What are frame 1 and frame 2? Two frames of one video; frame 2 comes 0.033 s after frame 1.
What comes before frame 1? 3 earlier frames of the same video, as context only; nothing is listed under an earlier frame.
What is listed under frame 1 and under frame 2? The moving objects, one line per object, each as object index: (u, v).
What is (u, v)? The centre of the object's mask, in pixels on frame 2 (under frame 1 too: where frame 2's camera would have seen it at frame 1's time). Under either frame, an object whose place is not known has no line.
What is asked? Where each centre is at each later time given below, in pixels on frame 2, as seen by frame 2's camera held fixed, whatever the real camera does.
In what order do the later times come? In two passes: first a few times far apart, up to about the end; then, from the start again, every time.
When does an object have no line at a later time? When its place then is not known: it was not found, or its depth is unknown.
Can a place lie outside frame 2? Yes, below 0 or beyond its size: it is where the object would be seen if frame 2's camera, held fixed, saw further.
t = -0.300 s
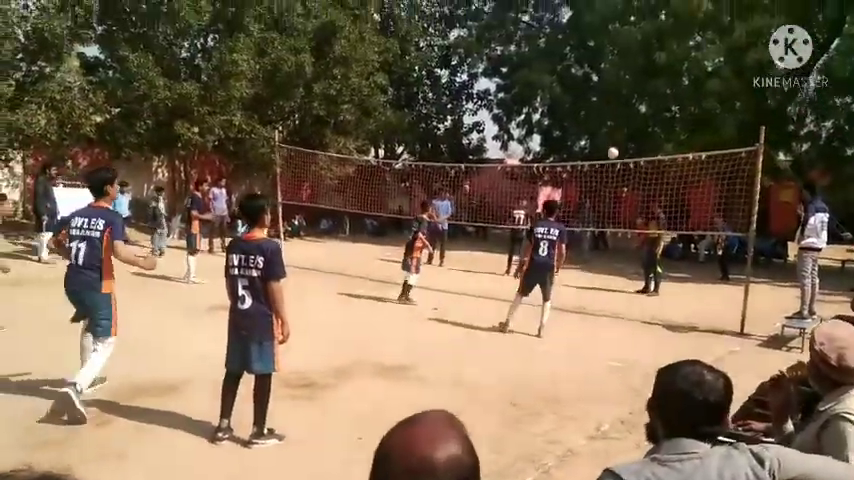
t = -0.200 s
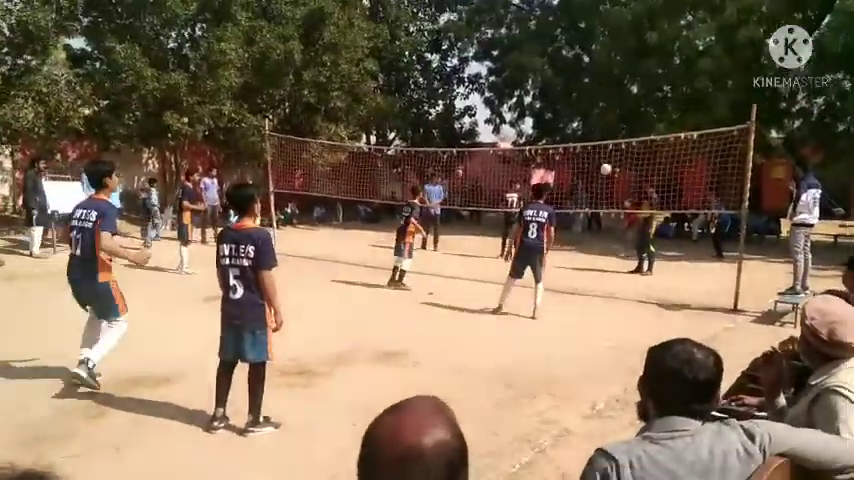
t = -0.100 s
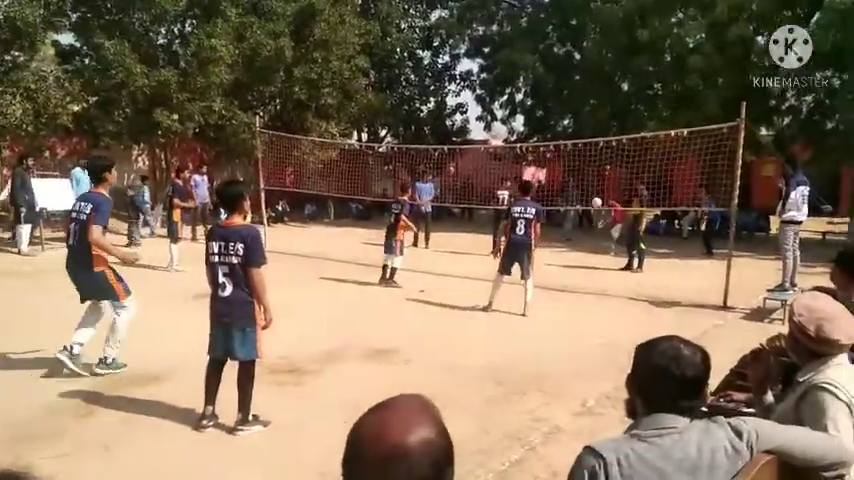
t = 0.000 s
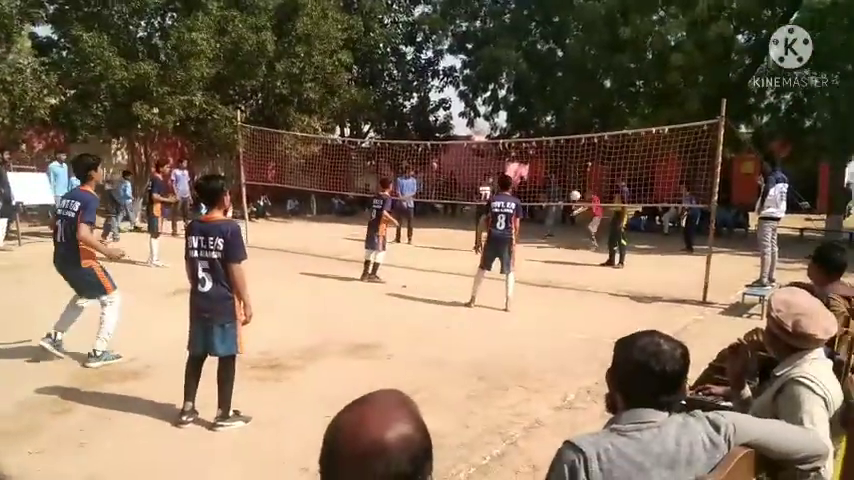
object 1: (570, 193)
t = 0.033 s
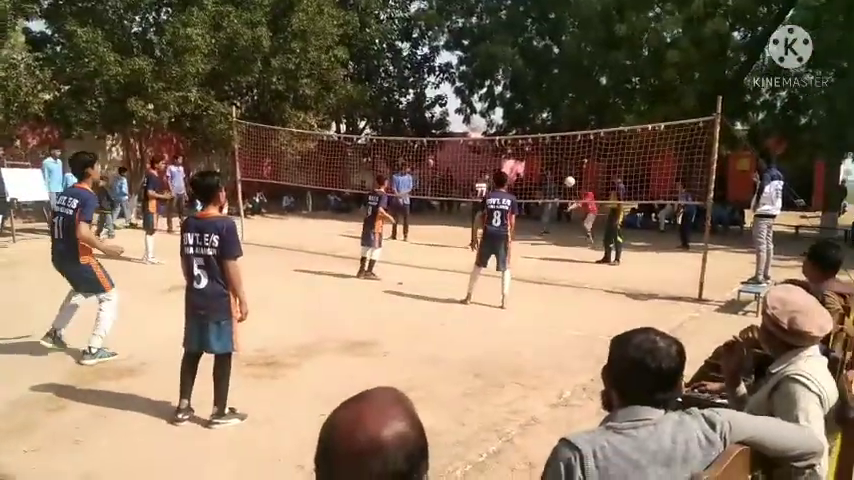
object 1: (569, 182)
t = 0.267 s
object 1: (558, 108)
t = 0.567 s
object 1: (532, 27)
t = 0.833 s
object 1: (500, -17)
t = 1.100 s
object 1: (453, -6)
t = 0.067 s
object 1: (567, 171)
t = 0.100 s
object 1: (566, 160)
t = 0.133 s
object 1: (564, 149)
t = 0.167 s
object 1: (564, 139)
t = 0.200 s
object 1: (561, 128)
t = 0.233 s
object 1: (560, 118)
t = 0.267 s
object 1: (558, 108)
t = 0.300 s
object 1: (555, 98)
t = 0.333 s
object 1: (553, 88)
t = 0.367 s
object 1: (550, 79)
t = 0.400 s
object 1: (548, 69)
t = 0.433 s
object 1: (545, 59)
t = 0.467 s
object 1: (542, 52)
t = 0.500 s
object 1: (539, 43)
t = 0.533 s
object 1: (536, 36)
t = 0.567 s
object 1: (532, 27)
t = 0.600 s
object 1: (528, 19)
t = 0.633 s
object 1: (524, 13)
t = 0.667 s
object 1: (521, 6)
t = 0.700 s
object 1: (517, 0)
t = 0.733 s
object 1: (513, -5)
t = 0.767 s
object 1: (509, -9)
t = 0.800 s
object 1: (504, -14)
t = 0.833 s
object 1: (500, -17)
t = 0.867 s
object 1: (496, -19)
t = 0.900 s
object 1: (490, -20)
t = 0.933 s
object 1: (485, -20)
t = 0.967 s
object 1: (480, -20)
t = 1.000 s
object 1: (475, -18)
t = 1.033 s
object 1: (469, -15)
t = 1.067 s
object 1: (461, -12)
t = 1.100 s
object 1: (453, -6)
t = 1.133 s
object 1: (446, 2)
